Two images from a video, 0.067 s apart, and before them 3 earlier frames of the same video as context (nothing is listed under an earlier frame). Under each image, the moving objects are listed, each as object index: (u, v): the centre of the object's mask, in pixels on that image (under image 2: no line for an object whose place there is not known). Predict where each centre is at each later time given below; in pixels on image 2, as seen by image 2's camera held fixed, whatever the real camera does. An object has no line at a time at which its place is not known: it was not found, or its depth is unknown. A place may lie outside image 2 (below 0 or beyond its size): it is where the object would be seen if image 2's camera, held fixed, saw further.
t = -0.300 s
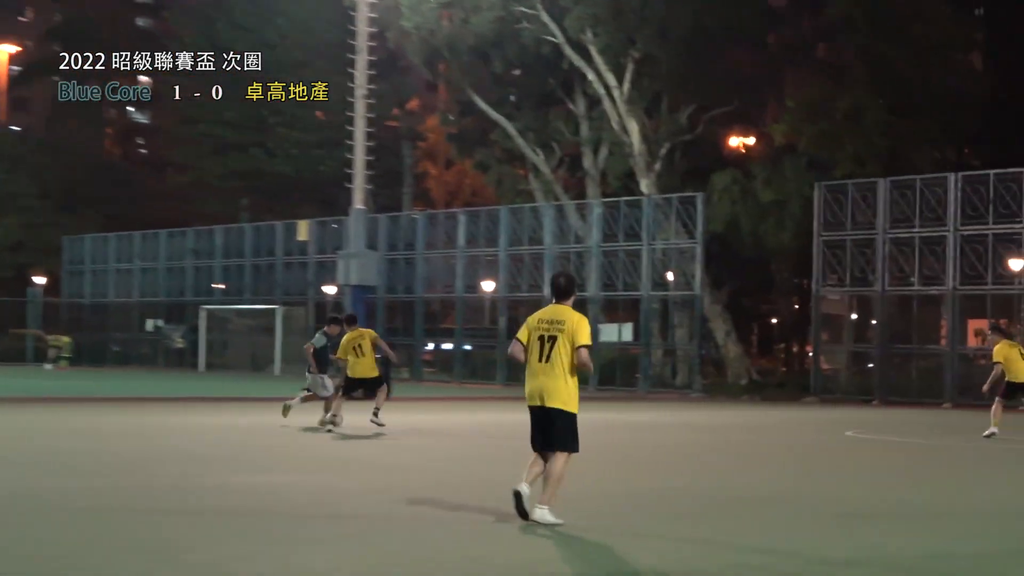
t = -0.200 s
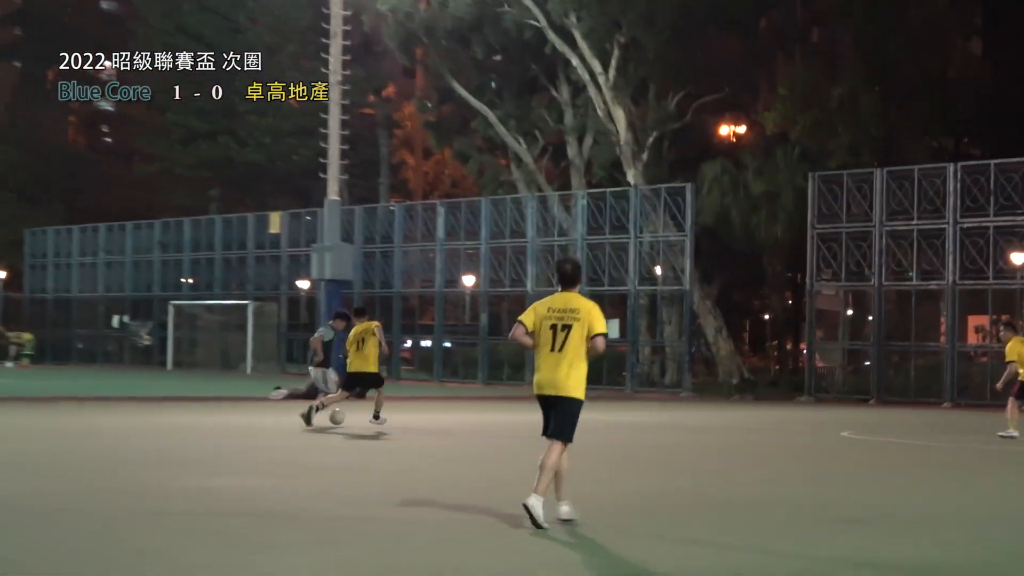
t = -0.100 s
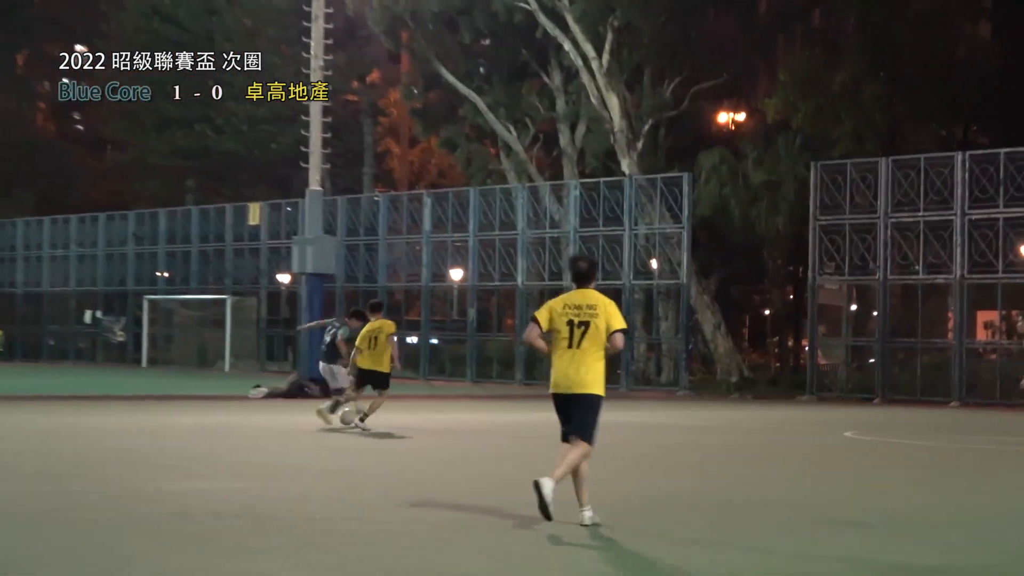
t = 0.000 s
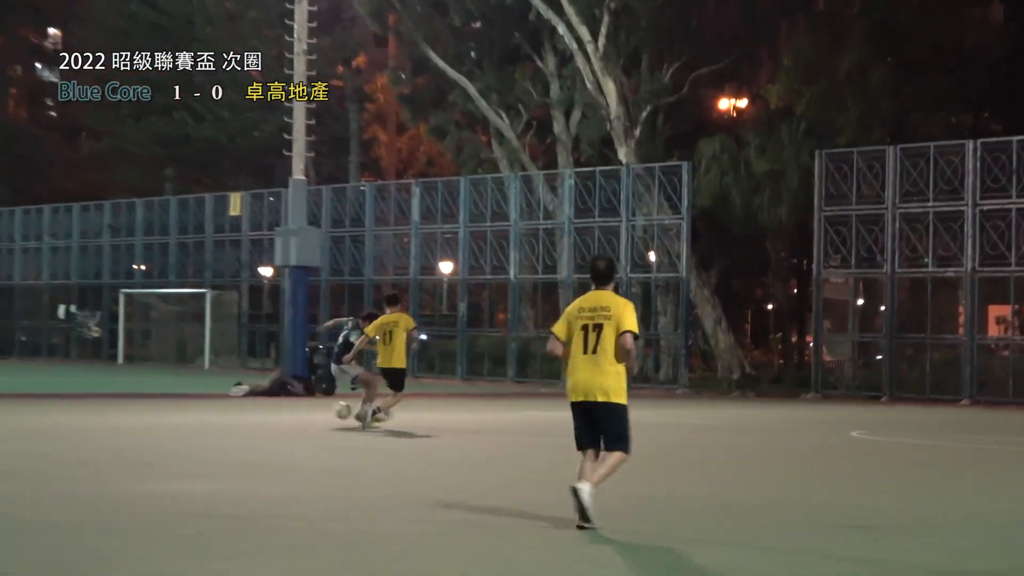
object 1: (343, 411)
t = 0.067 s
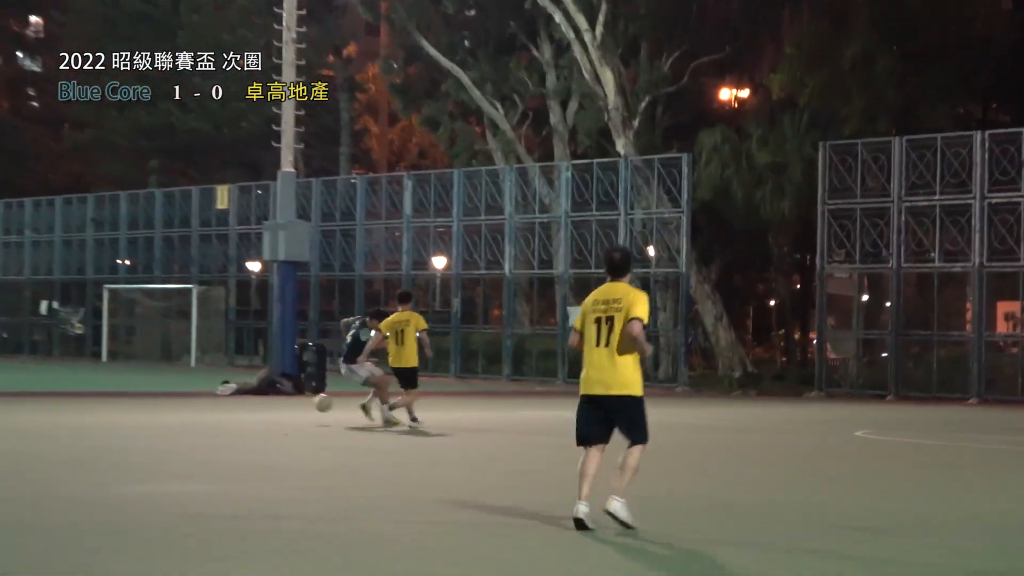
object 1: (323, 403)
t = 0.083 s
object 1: (320, 402)
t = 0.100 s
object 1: (318, 400)
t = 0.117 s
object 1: (315, 400)
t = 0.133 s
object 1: (313, 400)
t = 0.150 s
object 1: (311, 399)
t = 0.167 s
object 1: (309, 399)
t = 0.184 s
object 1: (307, 399)
